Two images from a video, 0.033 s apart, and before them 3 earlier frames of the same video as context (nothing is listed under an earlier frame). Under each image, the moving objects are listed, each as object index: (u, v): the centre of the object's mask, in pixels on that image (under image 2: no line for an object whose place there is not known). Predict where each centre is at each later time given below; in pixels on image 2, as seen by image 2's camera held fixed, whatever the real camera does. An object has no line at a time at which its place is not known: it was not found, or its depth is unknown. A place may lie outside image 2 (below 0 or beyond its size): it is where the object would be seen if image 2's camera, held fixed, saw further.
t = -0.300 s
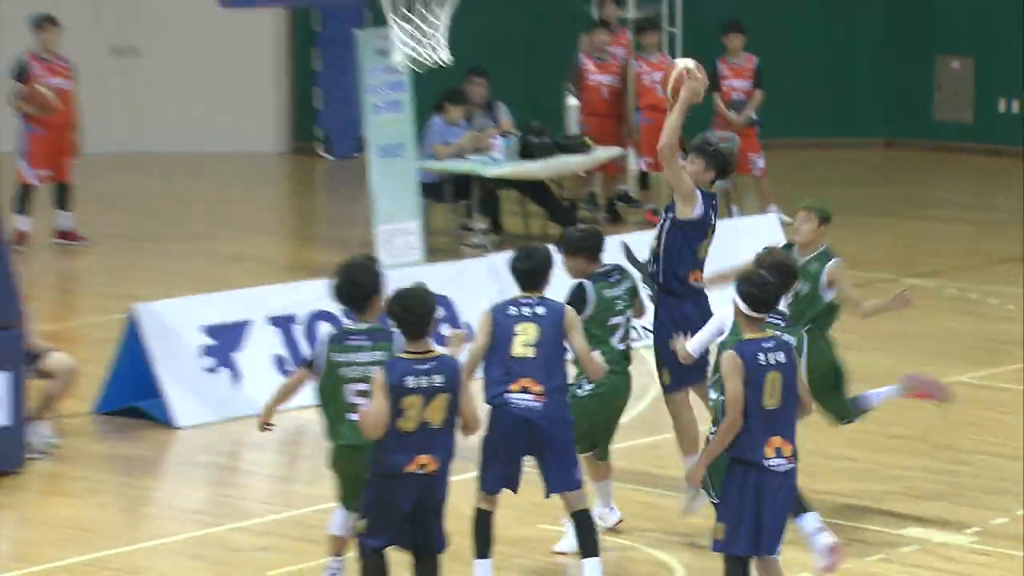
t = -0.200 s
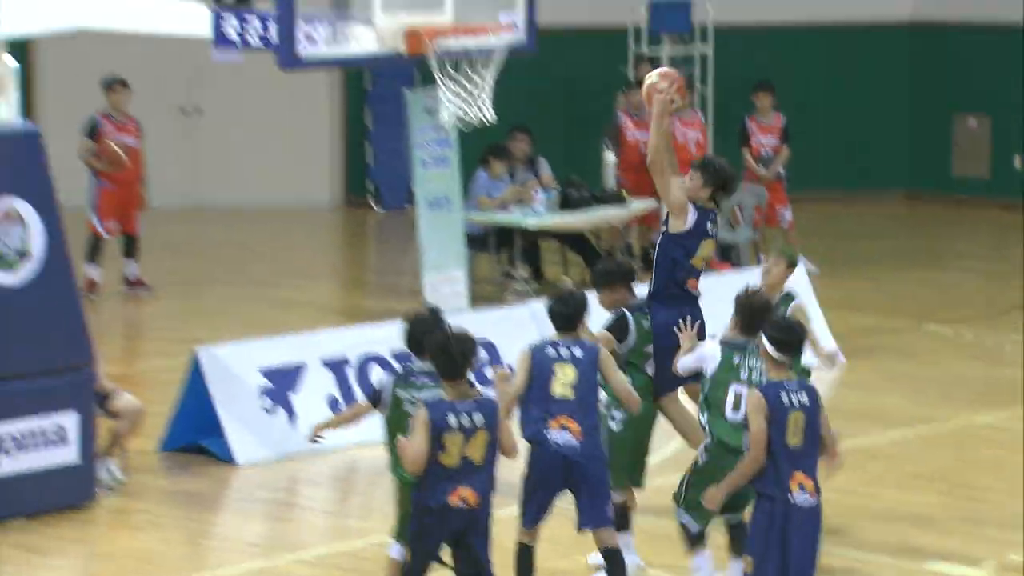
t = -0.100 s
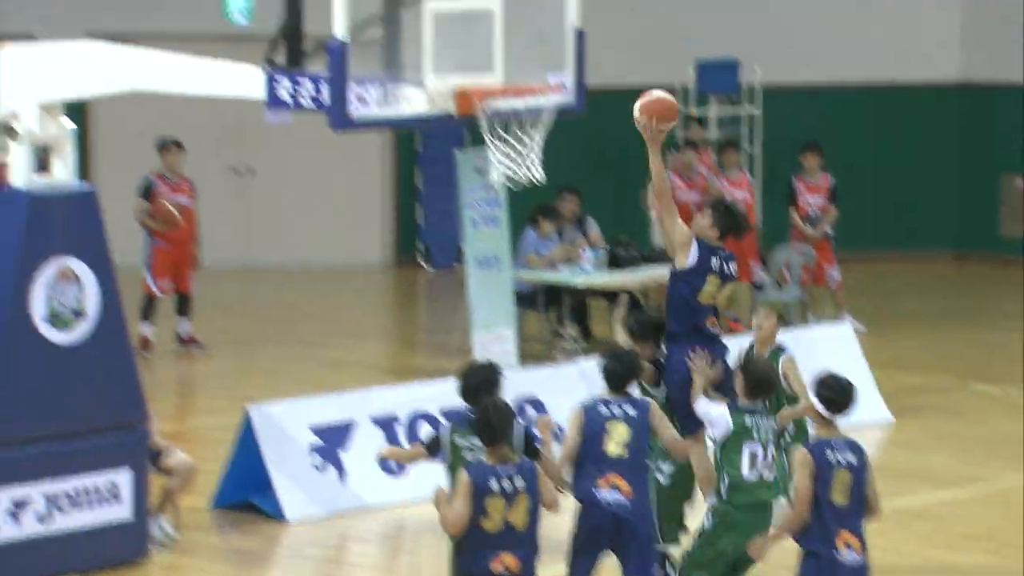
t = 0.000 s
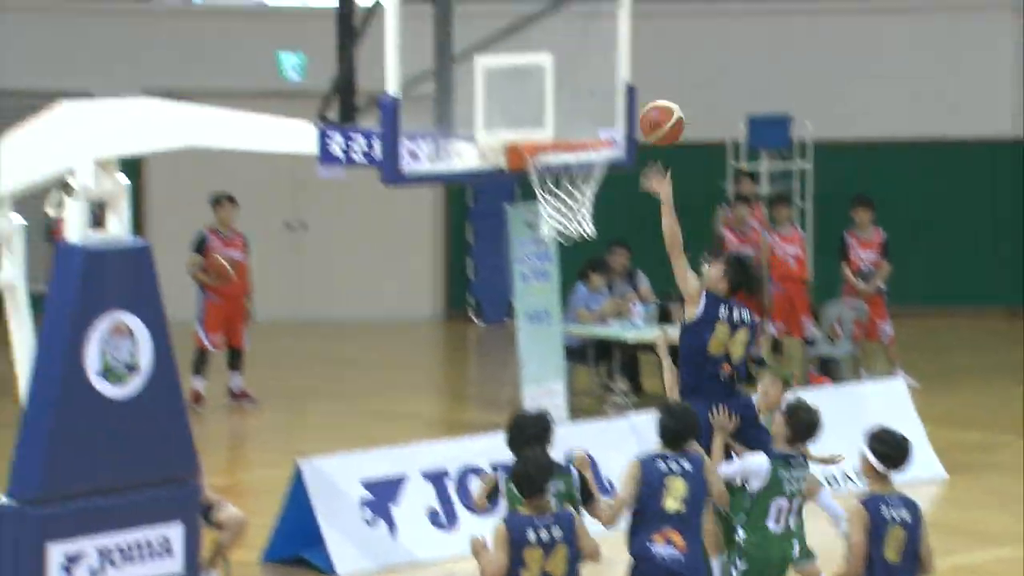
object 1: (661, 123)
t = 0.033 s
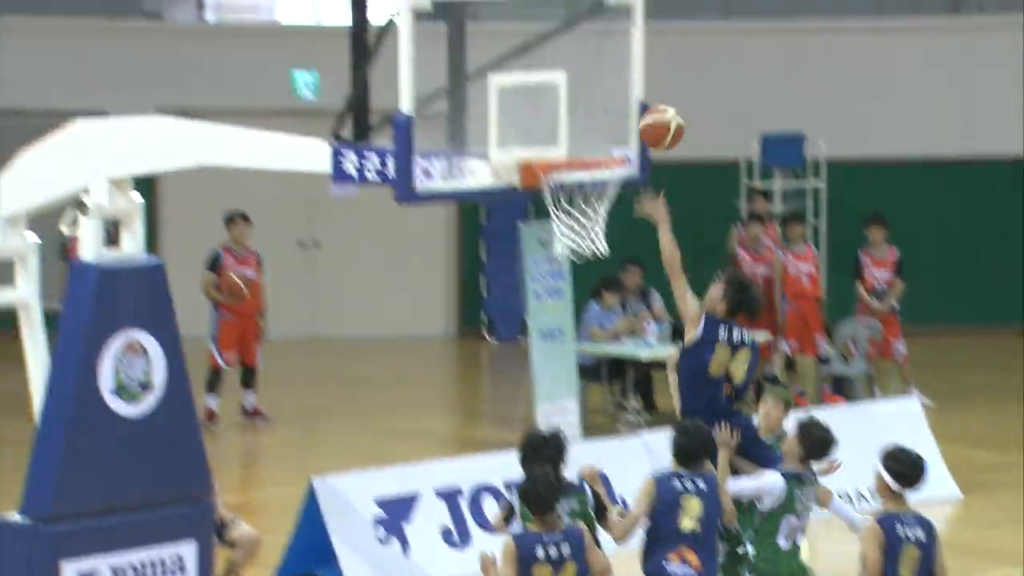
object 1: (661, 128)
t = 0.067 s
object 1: (647, 117)
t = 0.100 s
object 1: (632, 109)
